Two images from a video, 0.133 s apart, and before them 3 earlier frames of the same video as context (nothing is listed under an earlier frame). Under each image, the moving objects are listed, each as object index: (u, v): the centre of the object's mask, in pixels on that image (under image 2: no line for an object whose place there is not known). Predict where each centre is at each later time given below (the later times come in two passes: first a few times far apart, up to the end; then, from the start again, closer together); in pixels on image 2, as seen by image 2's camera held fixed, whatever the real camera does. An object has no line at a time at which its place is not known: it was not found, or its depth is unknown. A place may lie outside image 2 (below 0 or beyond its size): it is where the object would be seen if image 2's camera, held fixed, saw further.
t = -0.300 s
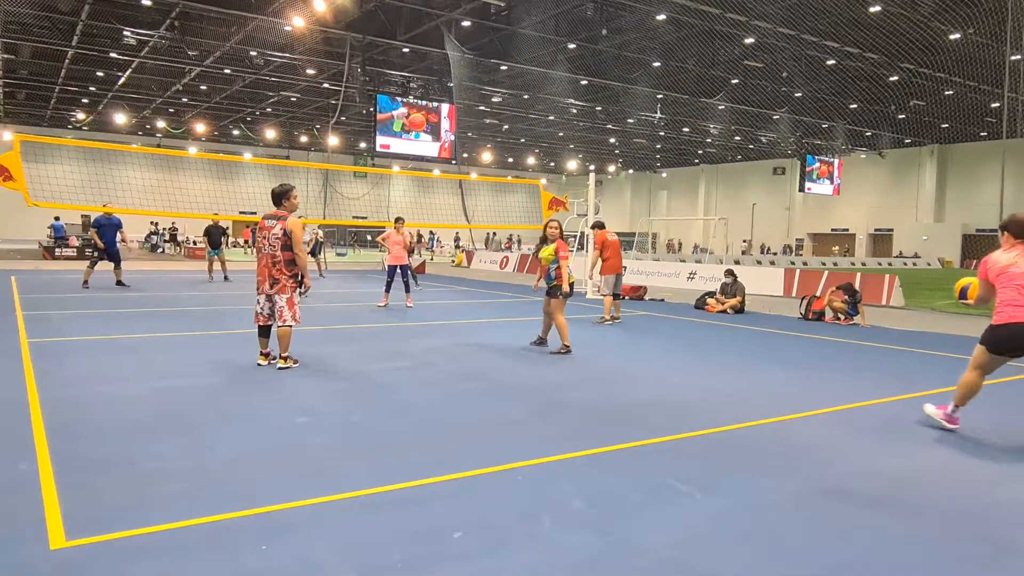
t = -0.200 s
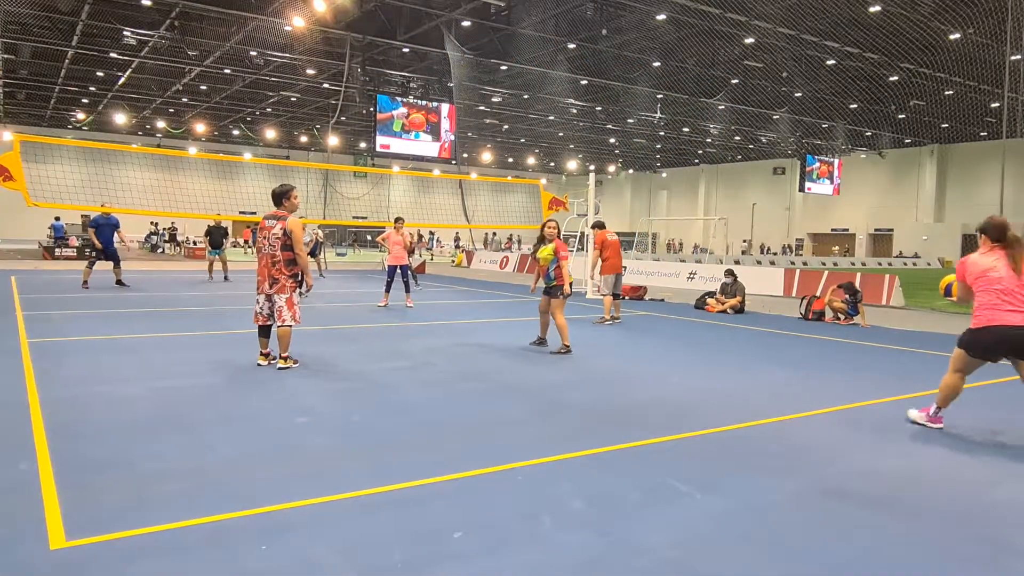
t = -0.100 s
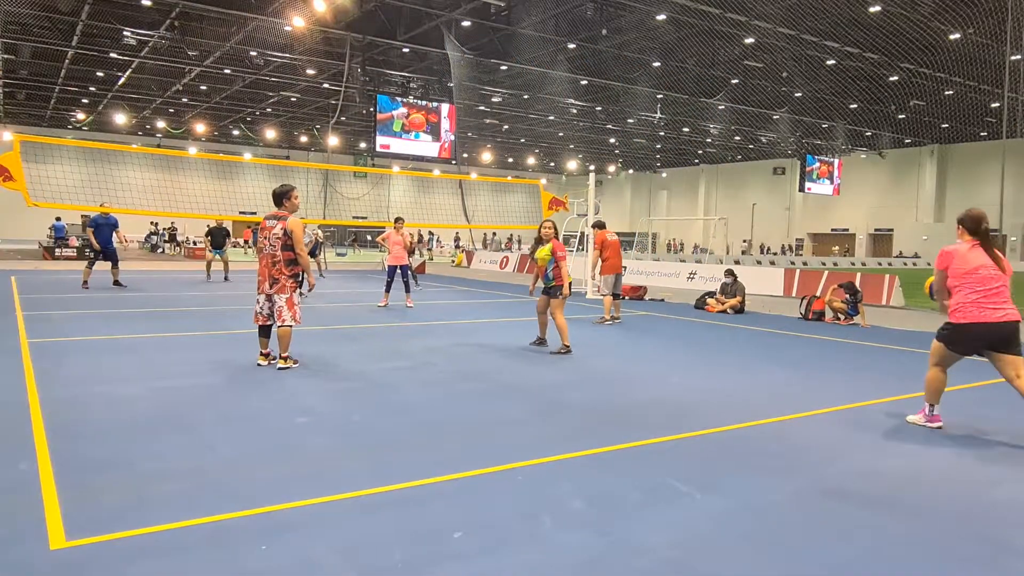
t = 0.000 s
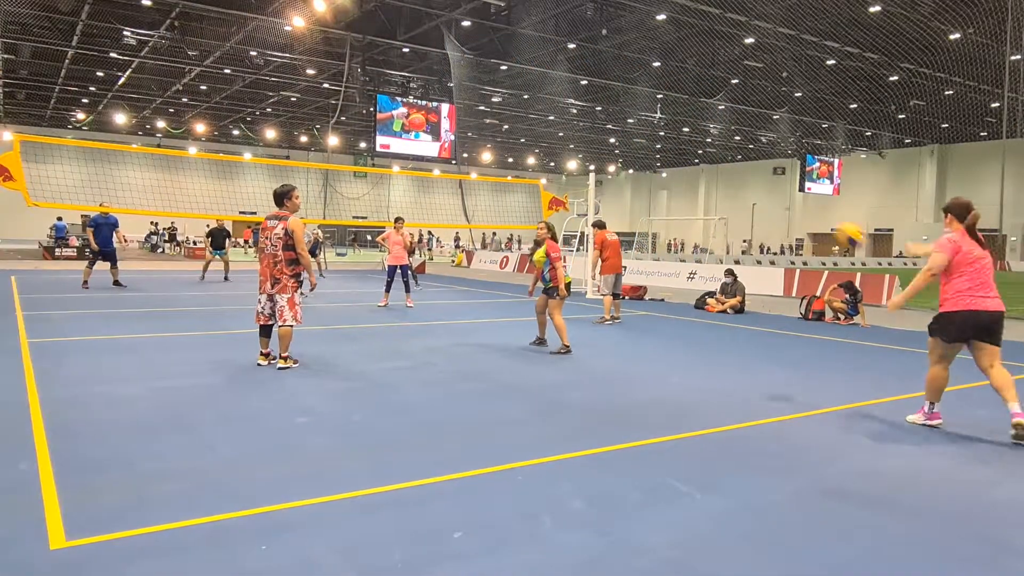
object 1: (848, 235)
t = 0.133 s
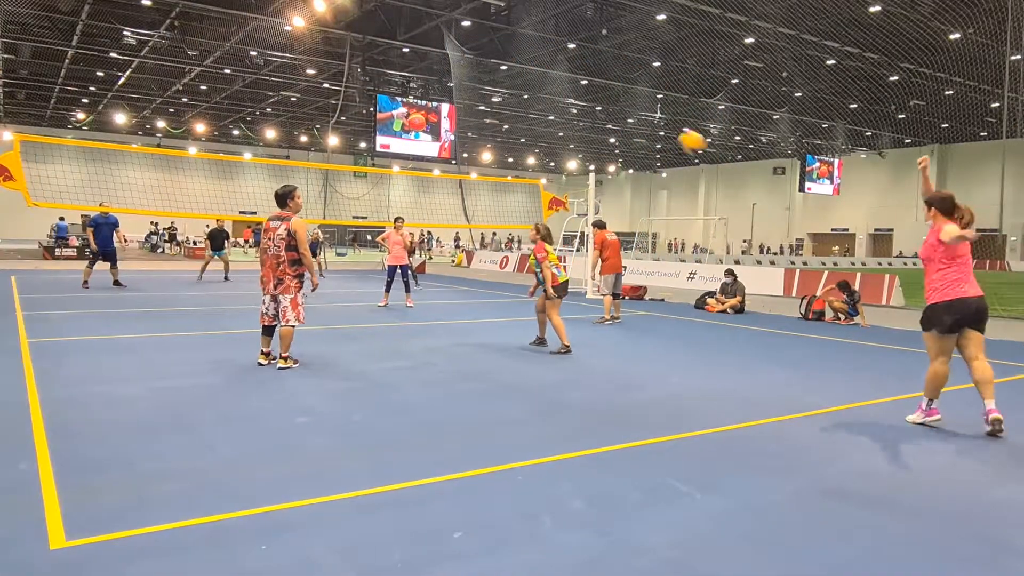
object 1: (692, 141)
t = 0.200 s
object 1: (631, 111)
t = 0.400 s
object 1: (489, 63)
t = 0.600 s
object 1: (391, 60)
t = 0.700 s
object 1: (352, 68)
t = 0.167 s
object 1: (660, 125)
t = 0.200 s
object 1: (631, 111)
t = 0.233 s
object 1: (603, 99)
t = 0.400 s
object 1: (489, 63)
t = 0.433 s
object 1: (470, 60)
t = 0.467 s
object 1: (453, 58)
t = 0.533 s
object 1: (420, 57)
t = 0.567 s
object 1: (405, 58)
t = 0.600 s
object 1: (391, 60)
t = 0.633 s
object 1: (377, 61)
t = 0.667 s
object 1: (364, 64)
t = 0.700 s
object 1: (352, 68)
